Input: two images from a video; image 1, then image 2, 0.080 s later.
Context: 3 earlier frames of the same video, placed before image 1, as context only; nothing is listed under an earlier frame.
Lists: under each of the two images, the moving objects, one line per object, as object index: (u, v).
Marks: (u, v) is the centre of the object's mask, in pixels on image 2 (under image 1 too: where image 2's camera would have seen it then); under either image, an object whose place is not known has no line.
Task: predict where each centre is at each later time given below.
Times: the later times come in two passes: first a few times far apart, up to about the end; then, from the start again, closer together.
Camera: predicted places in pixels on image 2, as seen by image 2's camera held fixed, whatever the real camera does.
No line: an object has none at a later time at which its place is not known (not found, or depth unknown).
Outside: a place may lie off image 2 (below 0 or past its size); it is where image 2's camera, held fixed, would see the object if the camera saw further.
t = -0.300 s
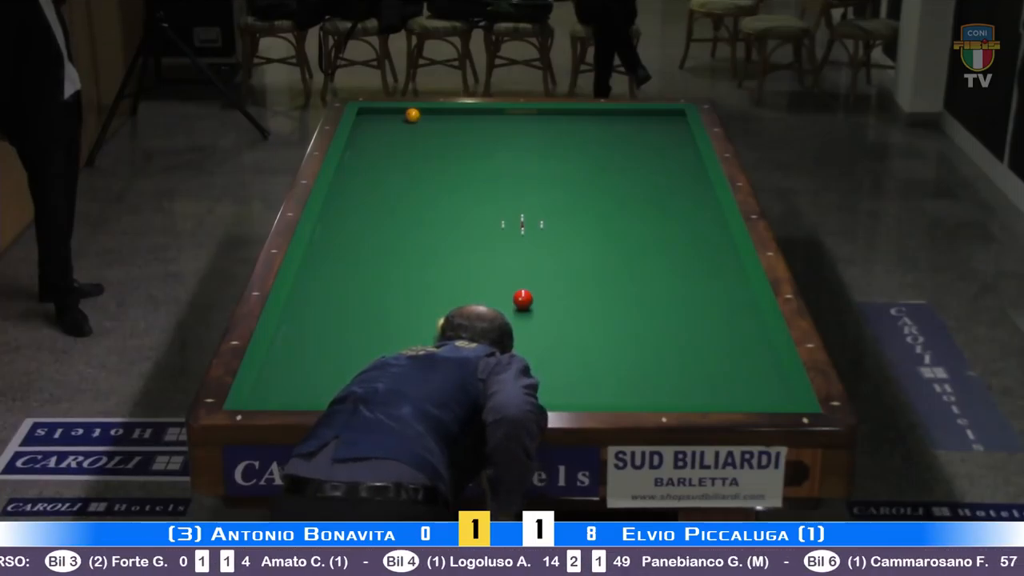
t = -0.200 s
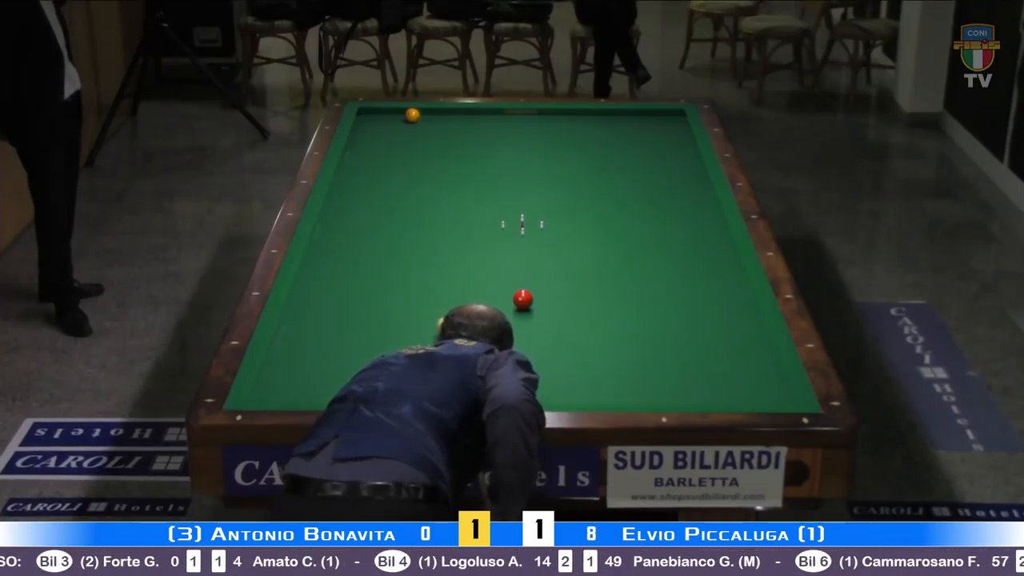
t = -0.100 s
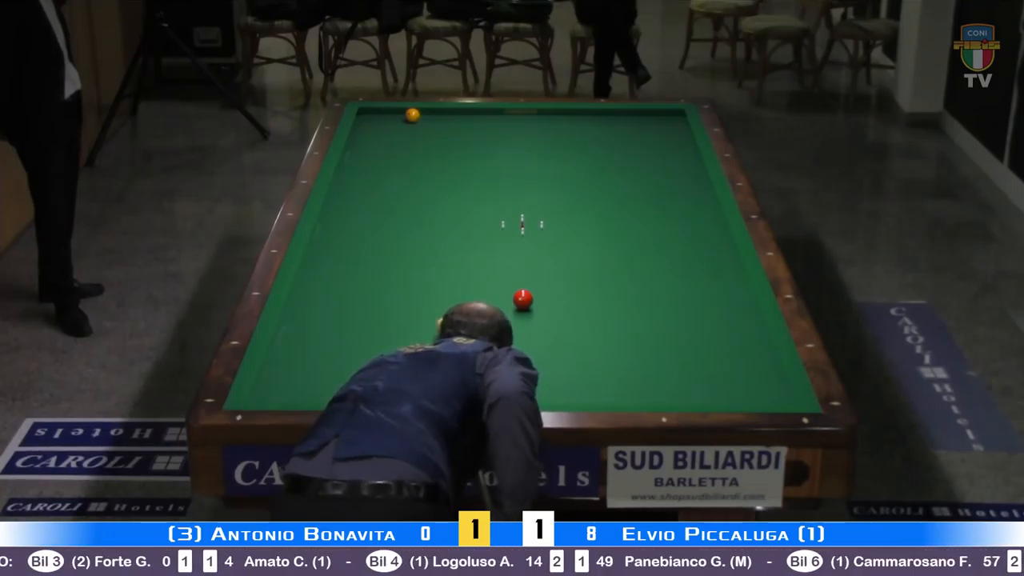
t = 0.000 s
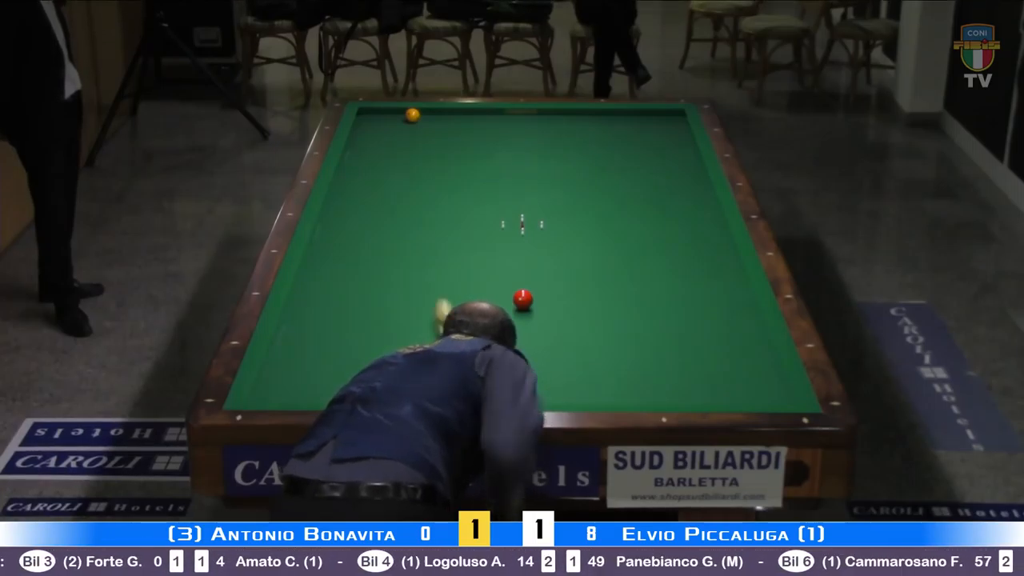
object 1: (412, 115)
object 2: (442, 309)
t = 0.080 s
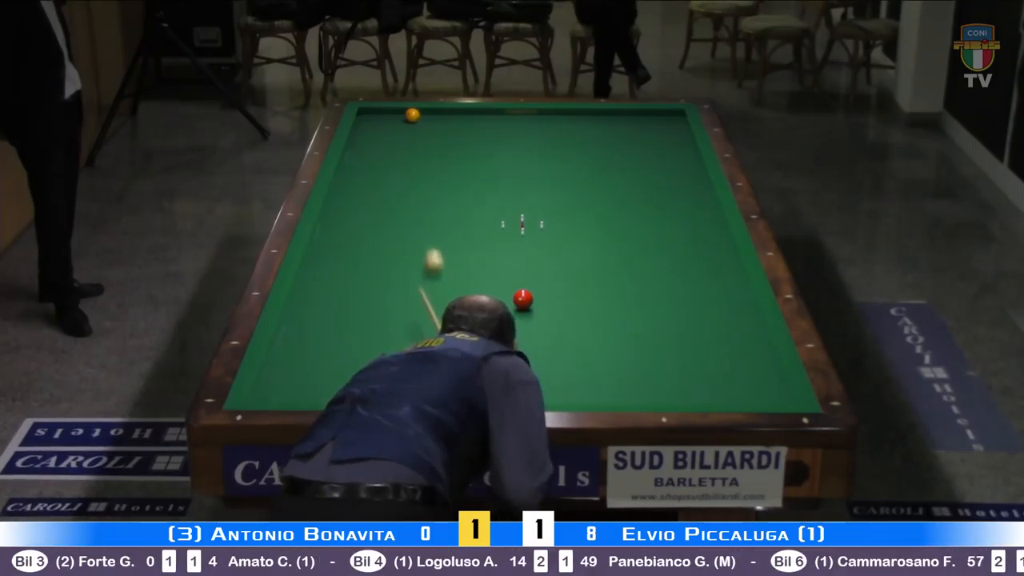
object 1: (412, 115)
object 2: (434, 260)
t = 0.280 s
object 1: (412, 115)
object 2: (415, 165)
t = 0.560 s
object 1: (444, 131)
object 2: (378, 113)
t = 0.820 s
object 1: (494, 185)
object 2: (462, 113)
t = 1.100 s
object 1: (551, 246)
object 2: (533, 113)
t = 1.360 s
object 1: (614, 314)
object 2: (599, 113)
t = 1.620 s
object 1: (693, 395)
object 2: (665, 114)
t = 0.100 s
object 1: (412, 115)
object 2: (432, 249)
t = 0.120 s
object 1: (412, 115)
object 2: (429, 238)
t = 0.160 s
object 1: (412, 115)
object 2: (425, 217)
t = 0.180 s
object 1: (412, 115)
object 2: (423, 207)
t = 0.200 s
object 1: (412, 115)
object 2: (421, 198)
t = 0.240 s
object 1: (412, 115)
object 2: (418, 181)
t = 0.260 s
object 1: (412, 115)
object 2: (417, 173)
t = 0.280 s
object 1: (412, 115)
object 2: (415, 165)
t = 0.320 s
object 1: (412, 115)
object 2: (412, 150)
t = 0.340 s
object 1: (412, 115)
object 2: (411, 143)
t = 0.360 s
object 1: (412, 115)
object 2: (410, 136)
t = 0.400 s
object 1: (413, 113)
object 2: (407, 123)
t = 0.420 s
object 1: (415, 112)
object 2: (403, 119)
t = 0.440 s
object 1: (421, 110)
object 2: (395, 117)
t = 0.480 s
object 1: (429, 116)
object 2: (377, 115)
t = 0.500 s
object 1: (433, 120)
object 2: (368, 114)
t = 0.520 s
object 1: (436, 123)
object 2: (364, 113)
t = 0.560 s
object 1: (444, 131)
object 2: (378, 113)
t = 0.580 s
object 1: (447, 136)
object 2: (386, 113)
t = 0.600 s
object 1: (451, 140)
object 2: (393, 113)
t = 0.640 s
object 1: (459, 148)
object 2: (406, 113)
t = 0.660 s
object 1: (463, 152)
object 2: (413, 113)
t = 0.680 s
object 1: (467, 156)
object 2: (420, 113)
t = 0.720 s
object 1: (474, 164)
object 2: (433, 113)
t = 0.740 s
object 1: (478, 168)
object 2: (439, 112)
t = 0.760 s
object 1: (482, 172)
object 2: (444, 113)
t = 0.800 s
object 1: (490, 181)
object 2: (456, 113)
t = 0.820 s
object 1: (494, 185)
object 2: (462, 113)
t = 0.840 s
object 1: (498, 189)
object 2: (467, 113)
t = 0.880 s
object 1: (506, 198)
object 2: (477, 113)
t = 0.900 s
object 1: (510, 202)
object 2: (482, 113)
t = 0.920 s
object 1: (514, 206)
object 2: (487, 113)
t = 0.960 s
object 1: (522, 214)
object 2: (498, 113)
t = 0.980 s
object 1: (526, 219)
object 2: (503, 113)
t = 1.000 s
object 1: (530, 223)
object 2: (508, 113)
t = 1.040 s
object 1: (538, 232)
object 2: (518, 113)
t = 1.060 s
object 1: (542, 237)
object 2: (523, 113)
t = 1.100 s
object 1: (551, 246)
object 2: (533, 113)
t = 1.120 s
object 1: (555, 251)
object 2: (539, 113)
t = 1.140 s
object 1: (560, 255)
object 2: (544, 113)
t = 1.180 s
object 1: (569, 265)
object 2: (554, 113)
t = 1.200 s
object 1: (574, 270)
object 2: (559, 113)
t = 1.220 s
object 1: (578, 275)
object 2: (564, 113)
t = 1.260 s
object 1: (588, 285)
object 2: (574, 113)
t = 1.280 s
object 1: (593, 291)
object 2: (579, 113)
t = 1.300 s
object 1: (598, 296)
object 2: (584, 113)
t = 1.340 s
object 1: (609, 307)
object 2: (594, 113)
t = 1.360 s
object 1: (614, 314)
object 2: (599, 113)
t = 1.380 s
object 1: (619, 319)
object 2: (605, 113)
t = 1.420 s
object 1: (631, 331)
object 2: (615, 113)
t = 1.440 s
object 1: (637, 337)
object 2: (620, 113)
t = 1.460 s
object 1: (643, 344)
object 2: (625, 113)
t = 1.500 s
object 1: (654, 356)
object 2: (634, 113)
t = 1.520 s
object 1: (660, 363)
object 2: (639, 113)
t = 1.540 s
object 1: (667, 369)
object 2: (644, 113)
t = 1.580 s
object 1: (680, 383)
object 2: (655, 114)
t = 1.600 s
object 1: (686, 390)
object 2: (660, 114)
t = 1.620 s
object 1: (693, 395)
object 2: (665, 114)
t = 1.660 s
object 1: (700, 396)
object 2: (674, 114)
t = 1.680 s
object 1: (699, 392)
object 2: (678, 114)
